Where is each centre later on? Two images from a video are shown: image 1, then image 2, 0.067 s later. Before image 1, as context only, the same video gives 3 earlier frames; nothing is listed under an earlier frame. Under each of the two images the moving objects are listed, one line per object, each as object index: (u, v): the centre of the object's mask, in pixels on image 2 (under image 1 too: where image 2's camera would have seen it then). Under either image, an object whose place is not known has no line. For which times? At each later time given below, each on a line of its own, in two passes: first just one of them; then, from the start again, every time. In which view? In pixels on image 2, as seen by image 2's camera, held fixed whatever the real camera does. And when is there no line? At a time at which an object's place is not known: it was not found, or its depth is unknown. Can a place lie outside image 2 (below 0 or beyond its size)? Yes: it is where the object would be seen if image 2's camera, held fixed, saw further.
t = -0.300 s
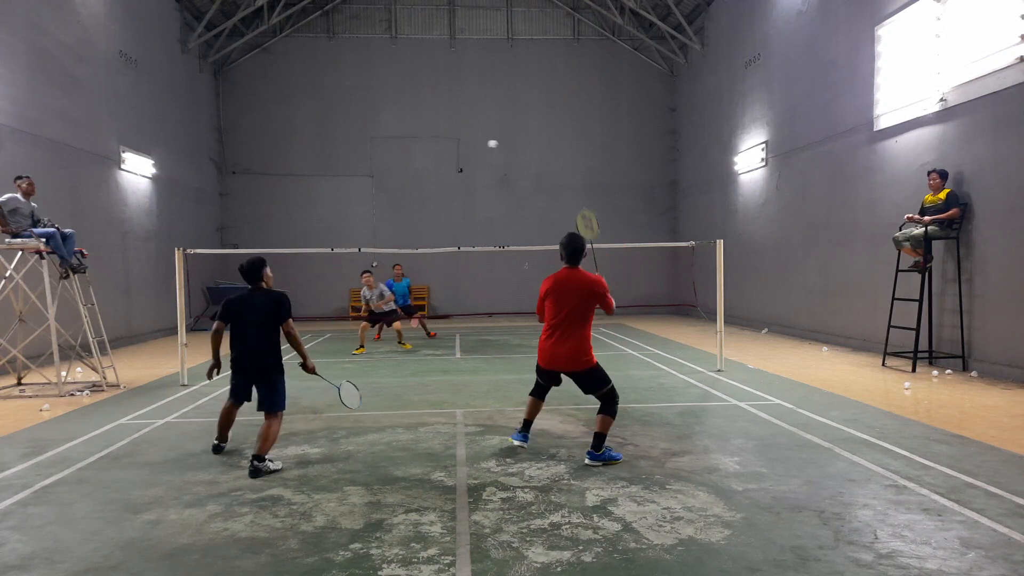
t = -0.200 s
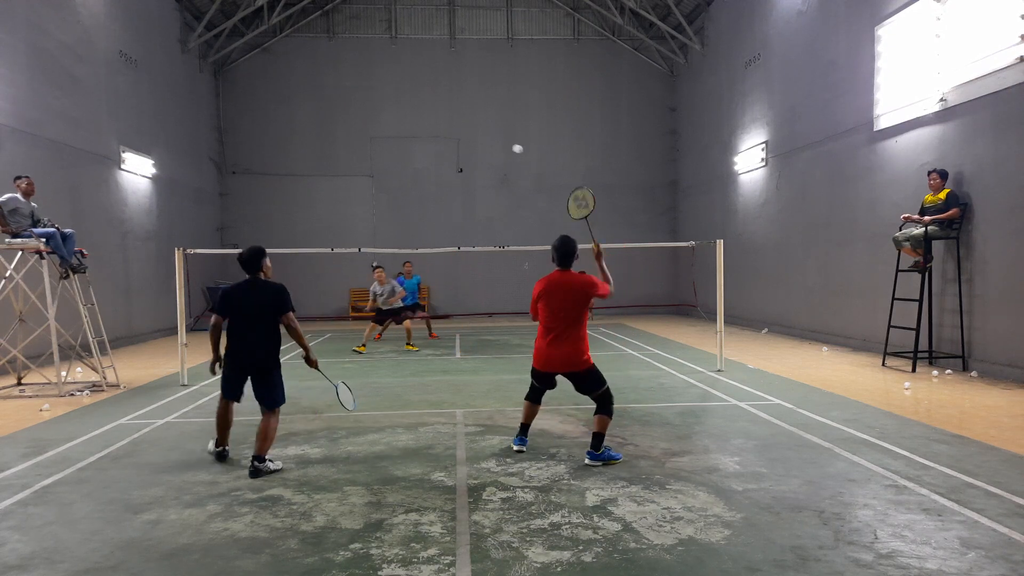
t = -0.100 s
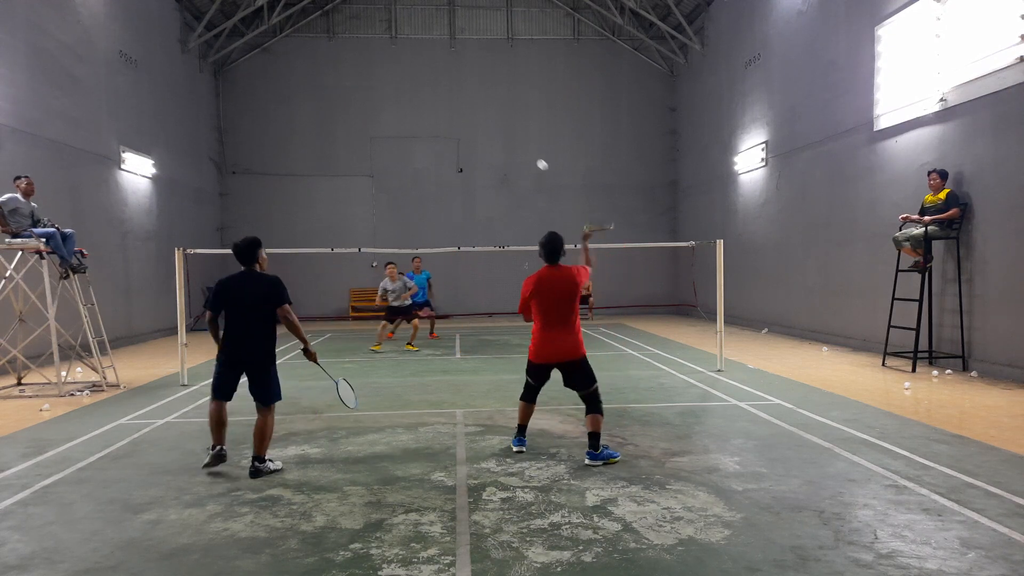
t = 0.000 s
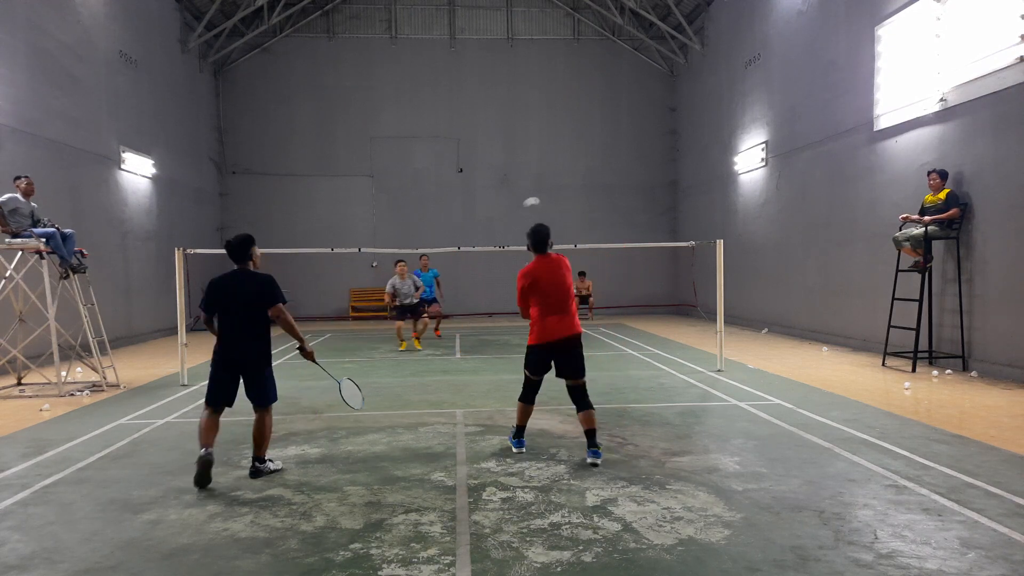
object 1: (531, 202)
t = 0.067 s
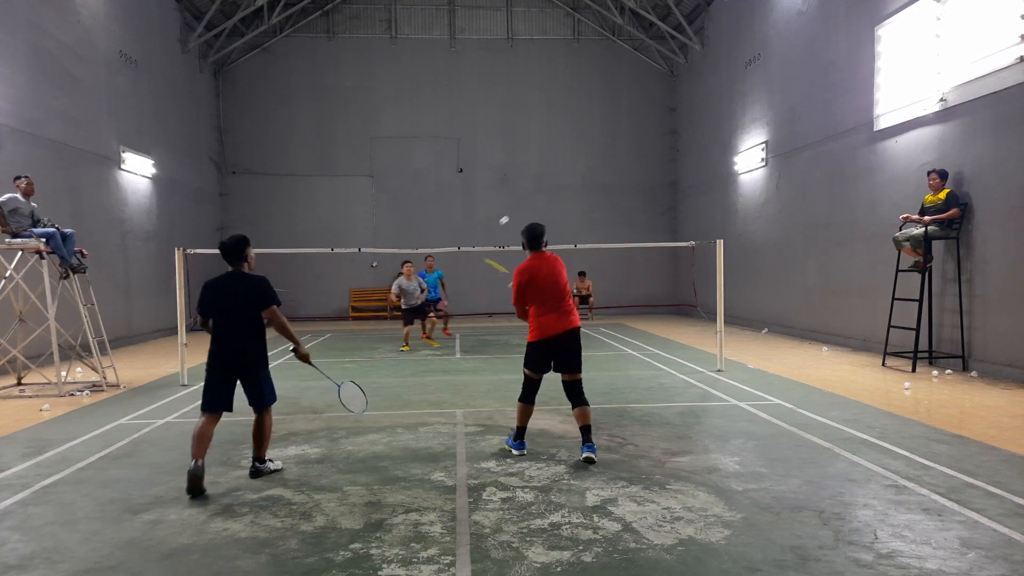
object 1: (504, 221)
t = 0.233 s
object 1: (477, 248)
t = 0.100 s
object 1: (496, 227)
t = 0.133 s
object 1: (490, 233)
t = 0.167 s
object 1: (485, 239)
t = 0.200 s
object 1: (481, 243)
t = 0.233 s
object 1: (477, 248)
